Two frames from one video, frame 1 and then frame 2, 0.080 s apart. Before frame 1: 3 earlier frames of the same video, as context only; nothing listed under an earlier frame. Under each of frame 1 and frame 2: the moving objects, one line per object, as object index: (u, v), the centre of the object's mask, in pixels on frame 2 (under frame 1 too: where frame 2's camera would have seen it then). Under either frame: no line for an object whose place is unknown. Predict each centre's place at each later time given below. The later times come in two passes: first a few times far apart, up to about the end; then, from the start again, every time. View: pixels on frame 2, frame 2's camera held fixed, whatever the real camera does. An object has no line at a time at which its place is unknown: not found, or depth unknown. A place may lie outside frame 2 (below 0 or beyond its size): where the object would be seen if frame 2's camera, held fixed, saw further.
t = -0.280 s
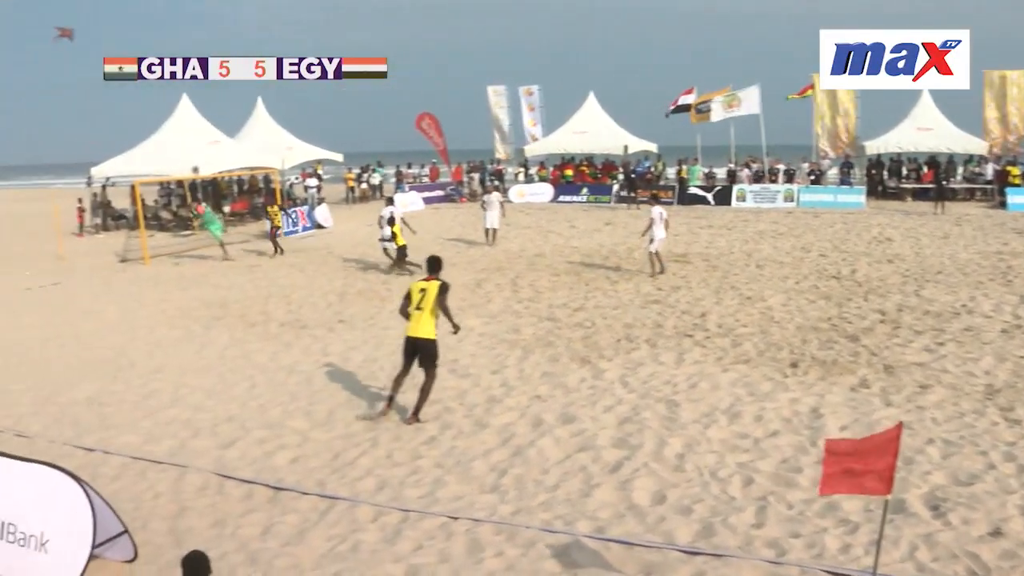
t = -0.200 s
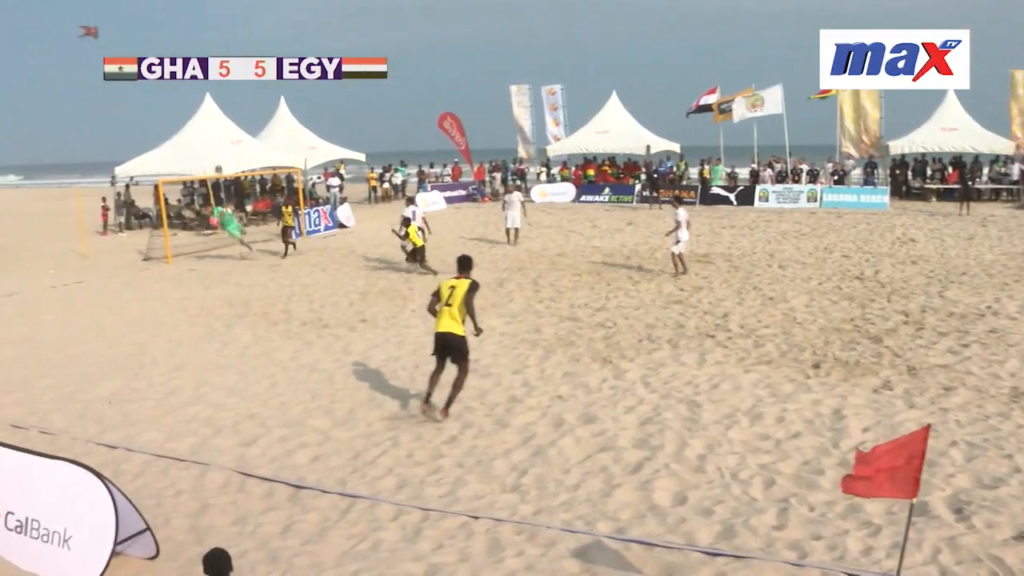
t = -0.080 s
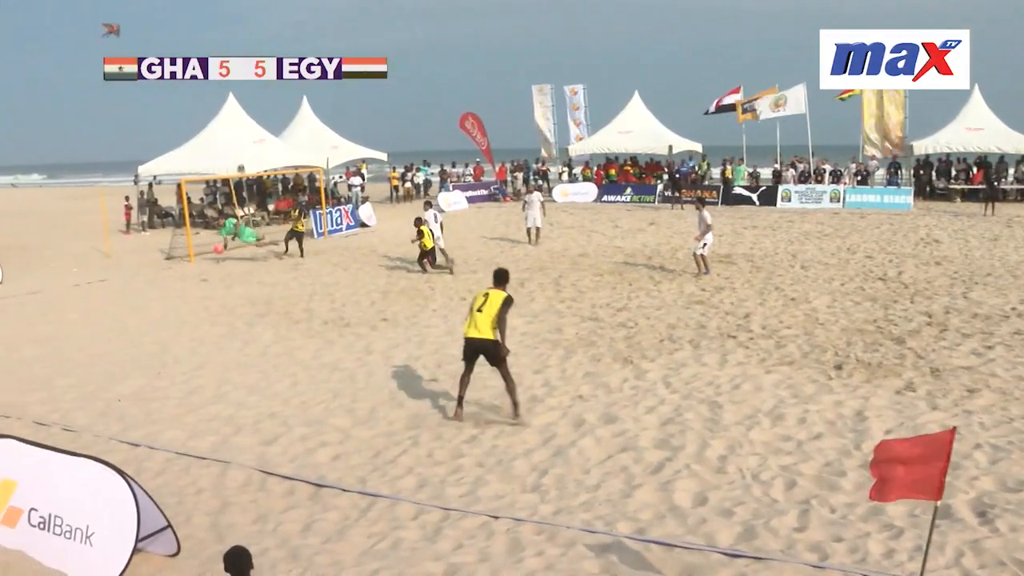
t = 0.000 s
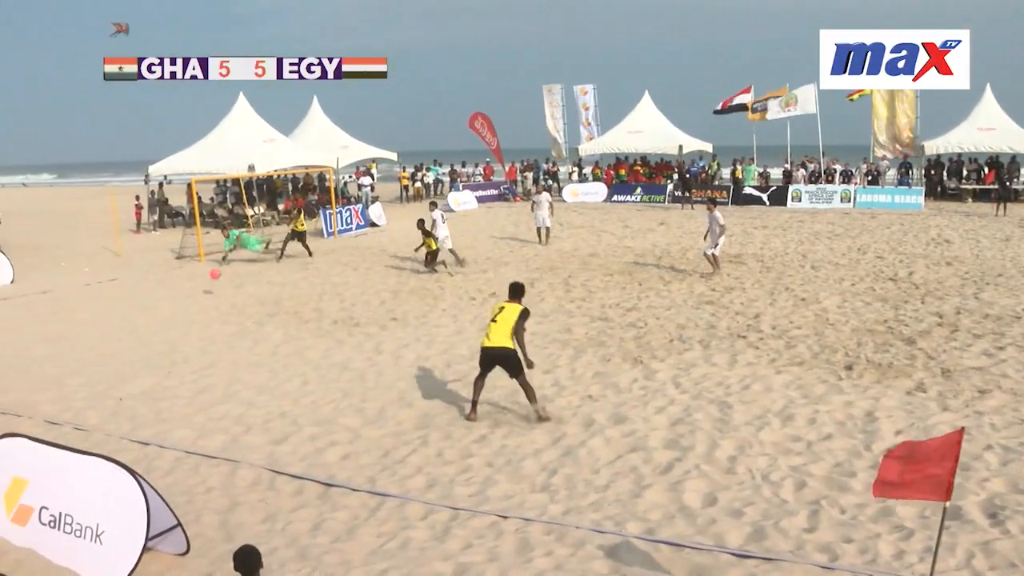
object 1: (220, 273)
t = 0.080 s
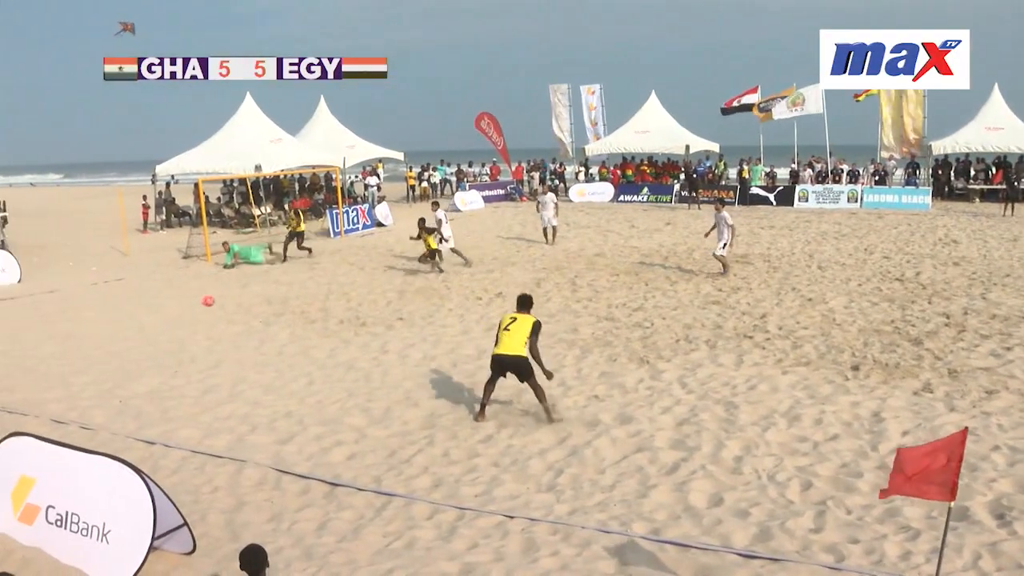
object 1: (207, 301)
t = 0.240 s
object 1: (211, 293)
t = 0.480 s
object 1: (214, 312)
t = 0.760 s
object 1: (211, 357)
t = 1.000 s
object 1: (204, 369)
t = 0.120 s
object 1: (209, 298)
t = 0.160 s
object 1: (210, 295)
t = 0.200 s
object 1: (210, 294)
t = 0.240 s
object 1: (211, 293)
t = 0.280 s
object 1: (211, 293)
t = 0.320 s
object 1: (212, 295)
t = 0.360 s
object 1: (212, 297)
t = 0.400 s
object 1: (213, 301)
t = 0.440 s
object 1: (213, 305)
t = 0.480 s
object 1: (214, 312)
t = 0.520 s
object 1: (213, 319)
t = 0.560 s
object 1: (214, 328)
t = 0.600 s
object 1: (214, 339)
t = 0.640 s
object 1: (214, 346)
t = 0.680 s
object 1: (213, 349)
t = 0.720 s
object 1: (212, 353)
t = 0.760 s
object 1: (211, 357)
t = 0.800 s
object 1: (210, 362)
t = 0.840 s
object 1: (209, 361)
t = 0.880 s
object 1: (208, 361)
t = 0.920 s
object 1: (207, 362)
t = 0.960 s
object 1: (205, 364)
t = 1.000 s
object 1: (204, 369)
